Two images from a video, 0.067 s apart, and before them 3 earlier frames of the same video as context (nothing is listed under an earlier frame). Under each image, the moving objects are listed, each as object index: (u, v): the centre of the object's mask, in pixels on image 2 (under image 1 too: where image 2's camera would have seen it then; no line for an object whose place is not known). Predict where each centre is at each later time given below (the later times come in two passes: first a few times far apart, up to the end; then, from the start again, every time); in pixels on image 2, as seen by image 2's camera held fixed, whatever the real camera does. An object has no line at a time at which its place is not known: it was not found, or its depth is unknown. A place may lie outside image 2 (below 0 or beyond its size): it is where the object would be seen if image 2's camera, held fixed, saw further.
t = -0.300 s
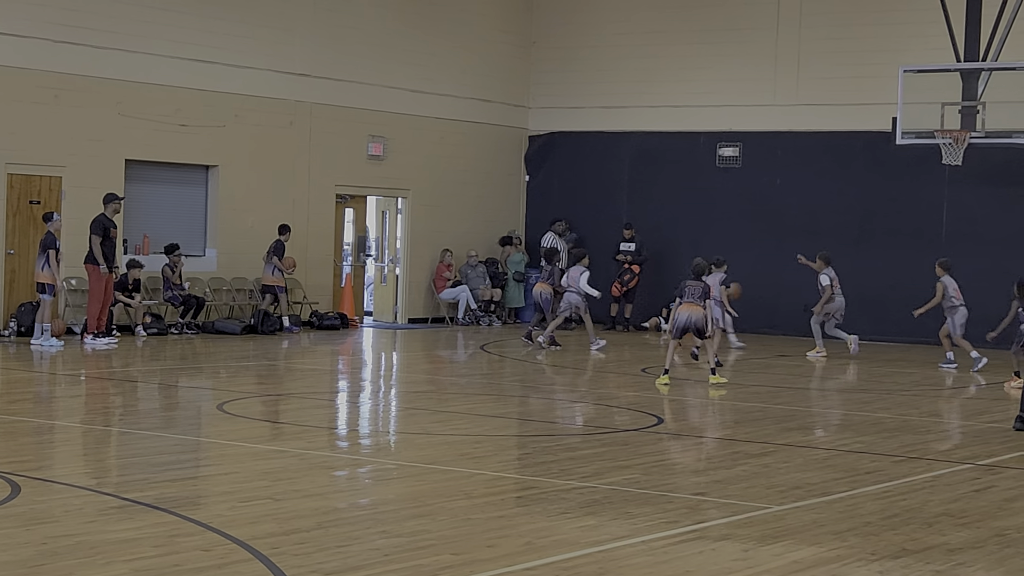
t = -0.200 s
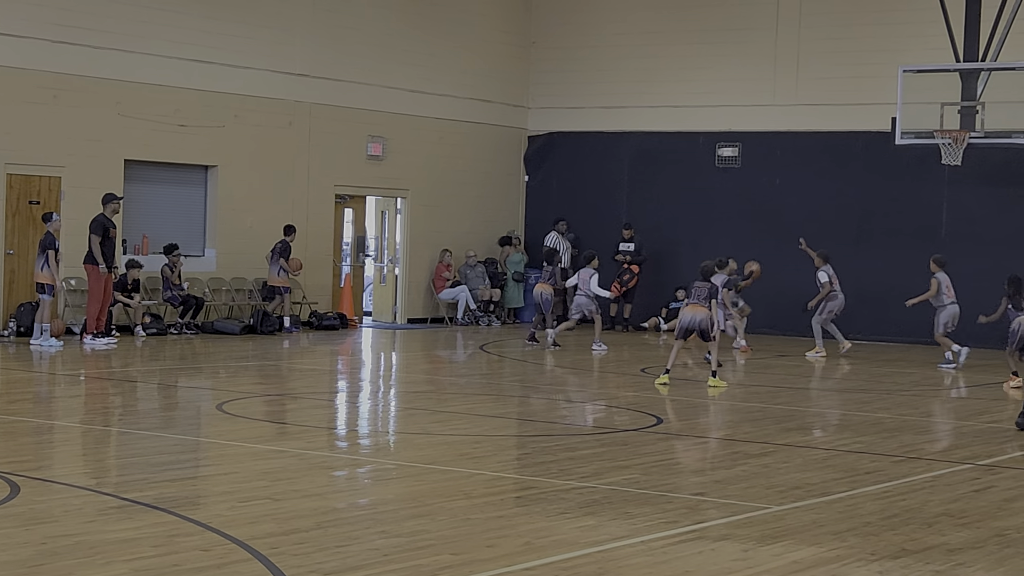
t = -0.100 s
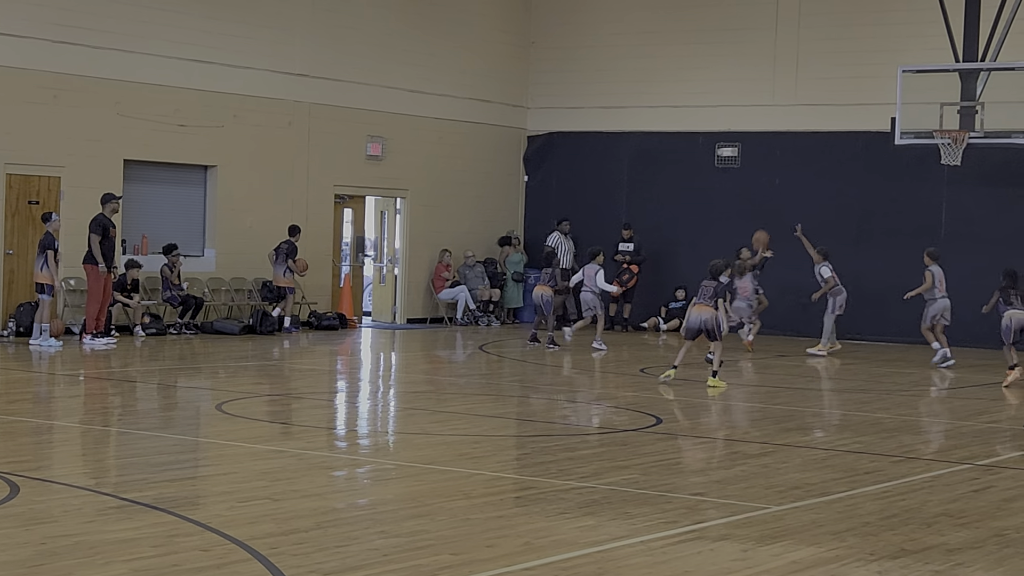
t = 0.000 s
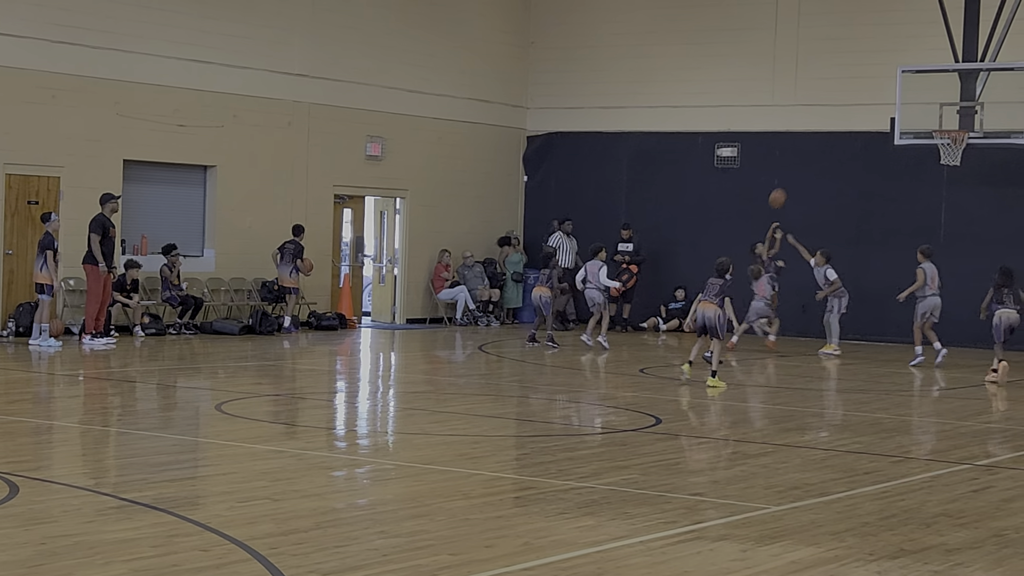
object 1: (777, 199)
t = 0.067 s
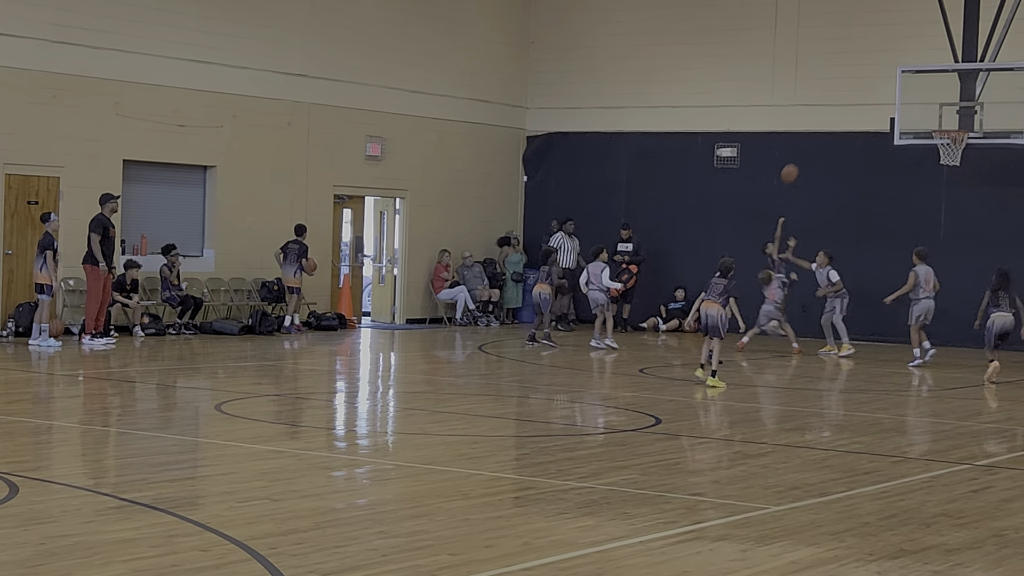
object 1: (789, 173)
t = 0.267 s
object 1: (826, 117)
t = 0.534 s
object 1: (873, 87)
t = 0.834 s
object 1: (925, 113)
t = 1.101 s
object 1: (943, 94)
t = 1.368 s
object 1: (953, 100)
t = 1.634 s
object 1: (961, 109)
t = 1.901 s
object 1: (968, 108)
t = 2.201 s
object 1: (971, 172)
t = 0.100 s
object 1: (795, 161)
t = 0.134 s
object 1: (802, 152)
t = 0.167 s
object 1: (808, 142)
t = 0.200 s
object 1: (813, 133)
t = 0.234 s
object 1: (820, 125)
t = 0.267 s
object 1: (826, 117)
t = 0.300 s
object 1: (833, 111)
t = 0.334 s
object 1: (838, 105)
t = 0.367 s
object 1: (844, 100)
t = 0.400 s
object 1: (850, 96)
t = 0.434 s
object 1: (856, 92)
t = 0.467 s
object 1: (862, 90)
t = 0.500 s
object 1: (868, 87)
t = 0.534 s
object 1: (873, 87)
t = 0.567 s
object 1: (880, 86)
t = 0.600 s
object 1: (886, 86)
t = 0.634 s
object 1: (892, 88)
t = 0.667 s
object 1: (897, 90)
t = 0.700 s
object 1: (904, 93)
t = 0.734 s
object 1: (909, 96)
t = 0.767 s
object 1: (914, 101)
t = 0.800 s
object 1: (920, 107)
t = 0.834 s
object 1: (925, 113)
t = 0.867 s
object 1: (930, 119)
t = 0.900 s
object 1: (935, 123)
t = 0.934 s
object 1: (936, 116)
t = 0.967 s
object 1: (938, 110)
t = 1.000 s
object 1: (939, 105)
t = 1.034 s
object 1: (941, 100)
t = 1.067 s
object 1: (942, 97)
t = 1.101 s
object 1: (943, 94)
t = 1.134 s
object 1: (945, 92)
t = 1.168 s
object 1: (946, 90)
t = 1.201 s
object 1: (947, 90)
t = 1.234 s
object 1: (948, 91)
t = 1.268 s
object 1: (949, 92)
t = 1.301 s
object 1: (950, 94)
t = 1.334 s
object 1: (952, 97)
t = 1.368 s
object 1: (953, 100)
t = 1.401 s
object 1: (954, 105)
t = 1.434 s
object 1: (955, 110)
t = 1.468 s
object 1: (956, 116)
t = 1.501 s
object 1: (957, 123)
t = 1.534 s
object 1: (958, 122)
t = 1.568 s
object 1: (959, 117)
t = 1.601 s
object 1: (960, 113)
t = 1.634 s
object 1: (961, 109)
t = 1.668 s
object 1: (963, 106)
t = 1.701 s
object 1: (964, 103)
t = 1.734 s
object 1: (965, 103)
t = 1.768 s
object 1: (966, 102)
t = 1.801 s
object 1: (966, 102)
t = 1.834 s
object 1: (966, 103)
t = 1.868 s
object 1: (967, 105)
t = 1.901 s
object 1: (968, 108)
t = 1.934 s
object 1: (968, 111)
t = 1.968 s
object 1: (969, 115)
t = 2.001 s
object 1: (969, 122)
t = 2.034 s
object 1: (969, 128)
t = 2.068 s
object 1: (969, 135)
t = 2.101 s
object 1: (970, 143)
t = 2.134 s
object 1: (971, 152)
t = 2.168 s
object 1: (971, 162)
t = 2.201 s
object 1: (971, 172)
